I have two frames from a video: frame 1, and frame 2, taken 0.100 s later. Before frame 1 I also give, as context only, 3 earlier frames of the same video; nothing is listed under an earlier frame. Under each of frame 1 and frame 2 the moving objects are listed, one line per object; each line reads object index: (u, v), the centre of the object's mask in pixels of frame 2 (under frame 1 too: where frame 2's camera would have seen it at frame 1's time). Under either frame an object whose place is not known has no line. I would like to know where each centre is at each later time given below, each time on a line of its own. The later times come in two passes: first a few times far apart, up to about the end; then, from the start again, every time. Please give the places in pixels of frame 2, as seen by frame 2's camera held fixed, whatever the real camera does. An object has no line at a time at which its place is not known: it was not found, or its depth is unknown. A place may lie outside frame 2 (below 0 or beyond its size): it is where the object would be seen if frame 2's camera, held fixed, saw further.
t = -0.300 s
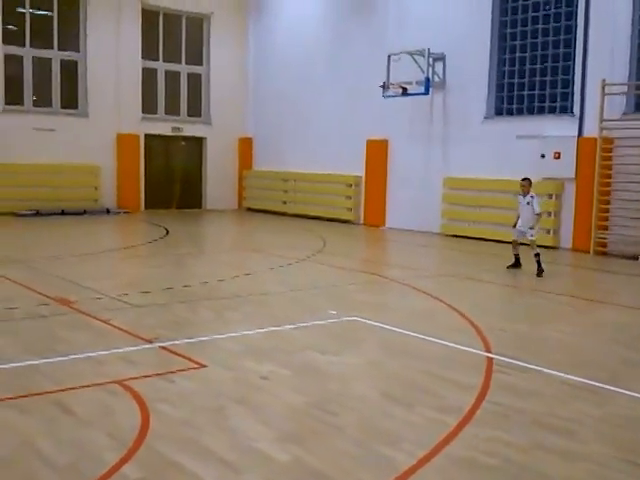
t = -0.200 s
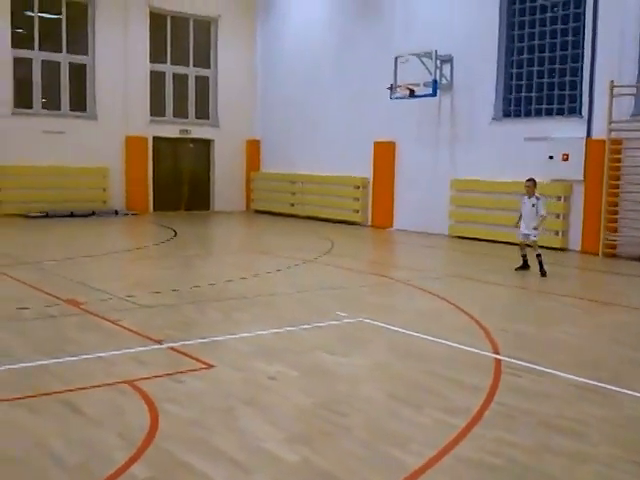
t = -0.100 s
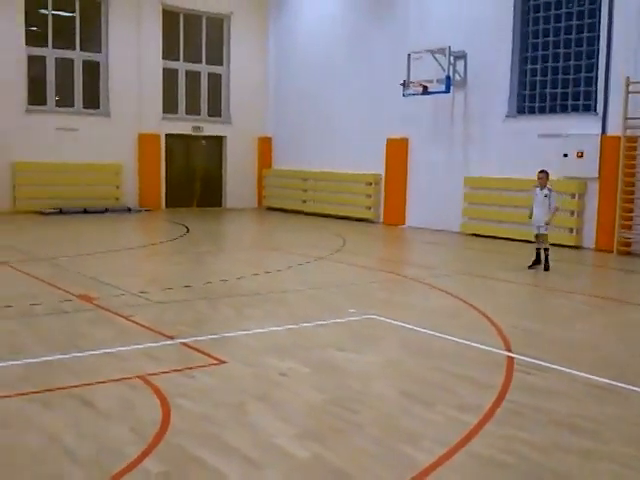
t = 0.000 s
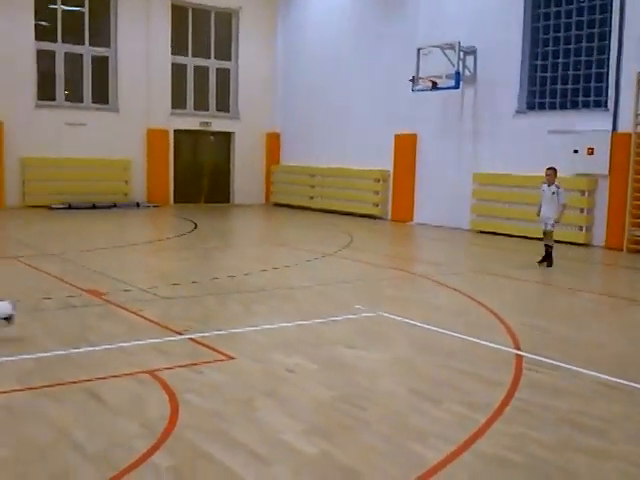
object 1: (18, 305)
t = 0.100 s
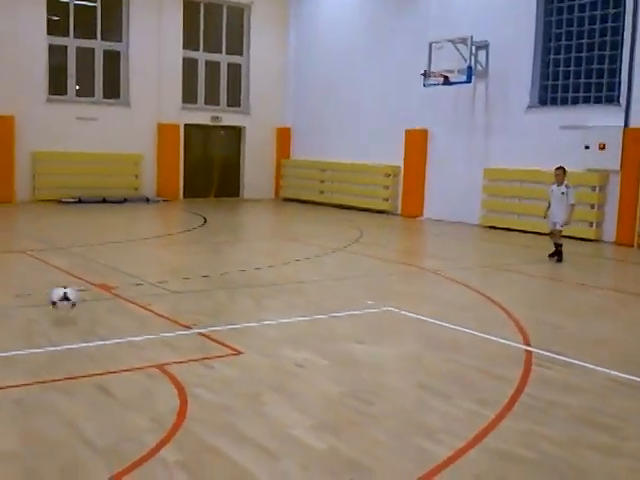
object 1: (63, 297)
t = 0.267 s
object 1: (122, 286)
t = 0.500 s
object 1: (174, 277)
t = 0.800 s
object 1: (216, 271)
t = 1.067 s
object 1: (247, 264)
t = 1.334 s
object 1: (273, 259)
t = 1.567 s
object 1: (296, 256)
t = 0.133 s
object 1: (79, 298)
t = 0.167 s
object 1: (93, 299)
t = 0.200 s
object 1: (105, 295)
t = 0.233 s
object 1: (113, 289)
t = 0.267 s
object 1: (122, 286)
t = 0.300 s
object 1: (131, 284)
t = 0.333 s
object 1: (140, 284)
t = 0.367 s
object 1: (148, 283)
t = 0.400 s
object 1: (155, 285)
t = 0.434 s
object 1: (161, 282)
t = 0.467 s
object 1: (168, 280)
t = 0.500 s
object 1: (174, 277)
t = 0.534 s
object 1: (179, 276)
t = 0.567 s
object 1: (185, 276)
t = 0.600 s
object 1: (189, 278)
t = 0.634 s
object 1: (194, 275)
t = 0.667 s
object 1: (199, 273)
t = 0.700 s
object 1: (203, 271)
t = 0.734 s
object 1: (208, 272)
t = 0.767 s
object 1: (211, 272)
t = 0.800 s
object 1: (216, 271)
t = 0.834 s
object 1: (220, 269)
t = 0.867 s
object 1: (223, 268)
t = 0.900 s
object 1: (227, 268)
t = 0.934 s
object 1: (232, 269)
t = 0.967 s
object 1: (236, 265)
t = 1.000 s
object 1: (239, 265)
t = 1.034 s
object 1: (242, 265)
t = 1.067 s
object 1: (247, 264)
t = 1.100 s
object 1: (250, 263)
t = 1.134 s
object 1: (254, 262)
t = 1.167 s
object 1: (257, 262)
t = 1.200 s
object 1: (261, 261)
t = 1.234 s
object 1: (265, 260)
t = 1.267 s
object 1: (267, 260)
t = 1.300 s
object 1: (271, 259)
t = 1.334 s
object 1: (273, 259)
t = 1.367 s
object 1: (277, 258)
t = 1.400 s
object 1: (280, 257)
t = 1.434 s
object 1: (283, 256)
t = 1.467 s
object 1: (287, 256)
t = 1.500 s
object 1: (290, 256)
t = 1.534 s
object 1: (293, 256)
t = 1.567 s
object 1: (296, 256)
